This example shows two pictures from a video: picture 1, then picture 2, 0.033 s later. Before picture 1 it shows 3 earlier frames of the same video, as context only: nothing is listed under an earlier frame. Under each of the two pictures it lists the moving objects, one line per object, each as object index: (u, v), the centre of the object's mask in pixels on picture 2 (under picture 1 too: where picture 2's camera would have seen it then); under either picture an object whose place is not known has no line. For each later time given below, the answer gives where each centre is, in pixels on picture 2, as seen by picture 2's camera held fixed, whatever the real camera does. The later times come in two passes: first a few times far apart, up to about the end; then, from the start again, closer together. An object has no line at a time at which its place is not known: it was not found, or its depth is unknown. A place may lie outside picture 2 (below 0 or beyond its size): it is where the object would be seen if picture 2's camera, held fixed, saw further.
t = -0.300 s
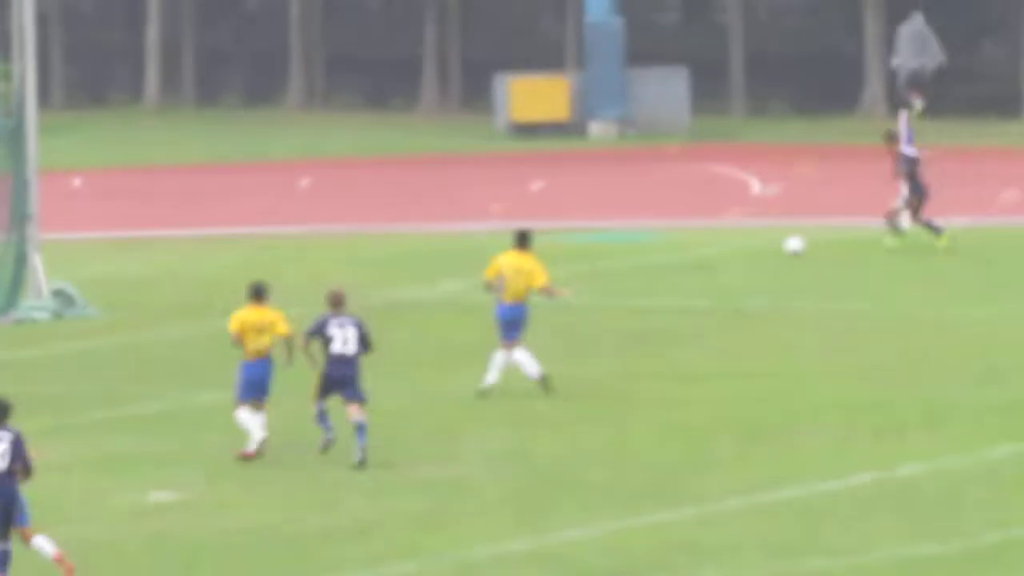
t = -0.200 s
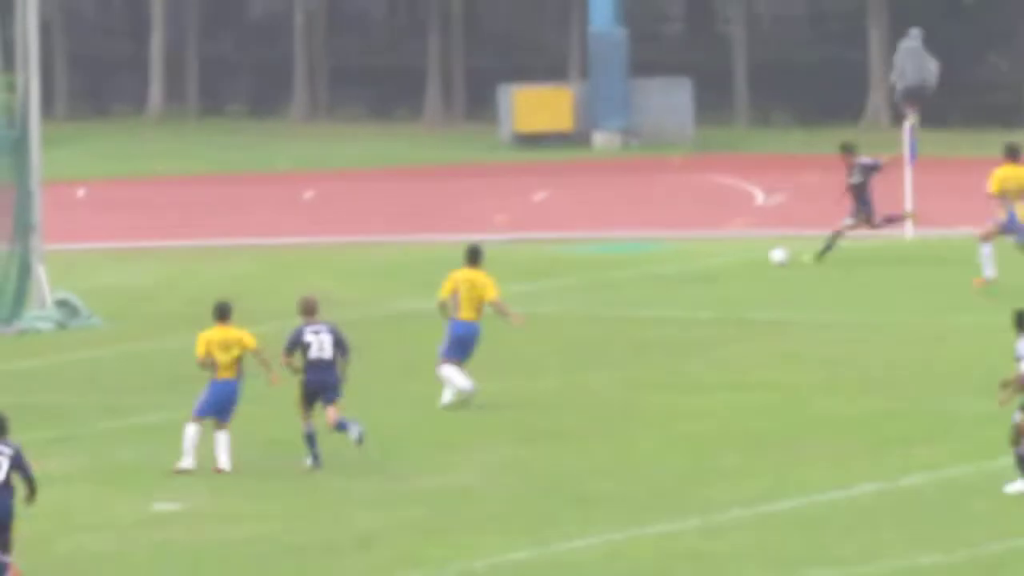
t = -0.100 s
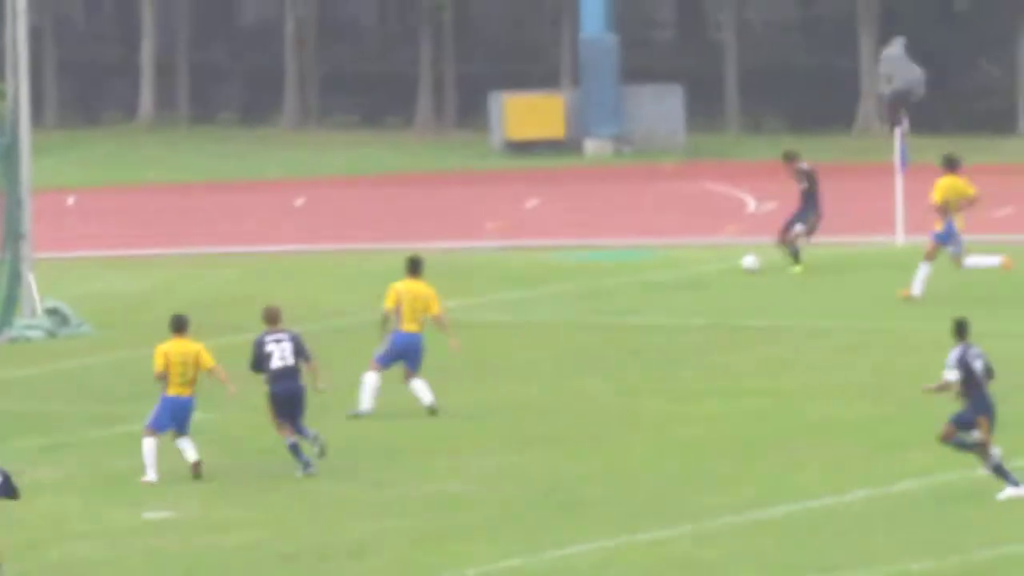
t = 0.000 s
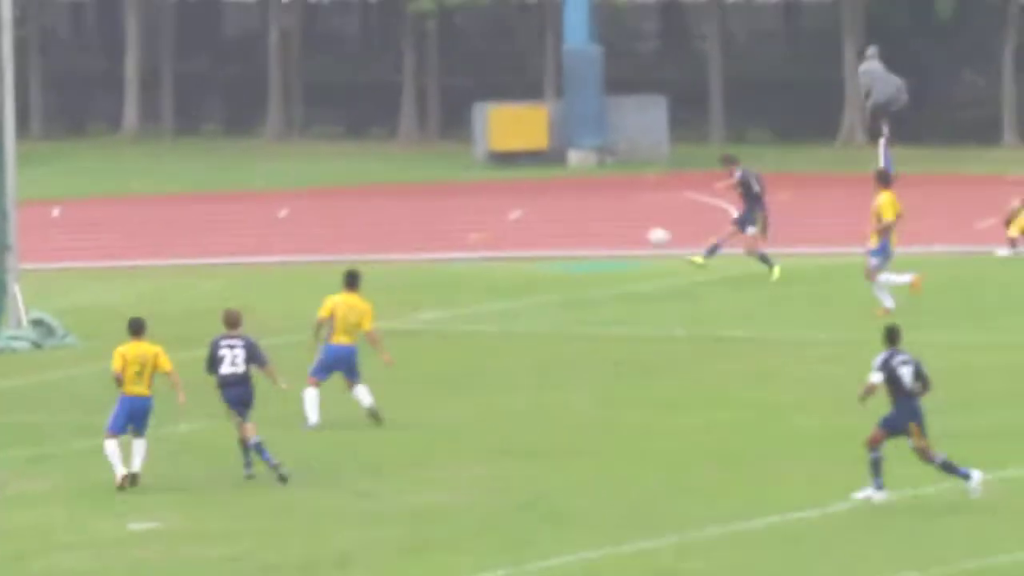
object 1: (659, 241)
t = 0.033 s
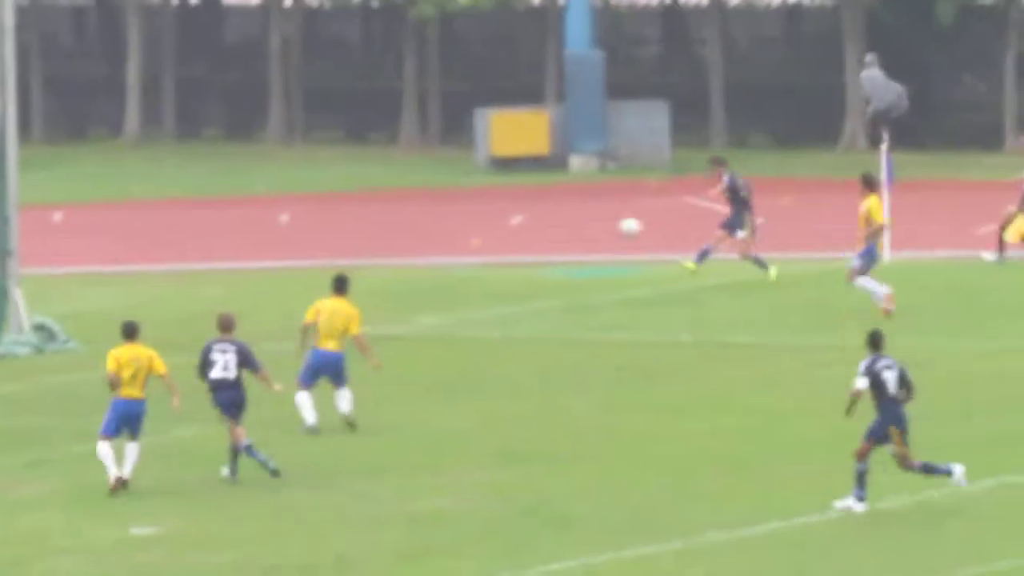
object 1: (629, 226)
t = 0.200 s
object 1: (485, 161)
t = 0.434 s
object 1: (313, 103)
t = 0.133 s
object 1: (542, 184)
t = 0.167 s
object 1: (515, 173)
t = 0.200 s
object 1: (485, 161)
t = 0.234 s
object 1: (458, 150)
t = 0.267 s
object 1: (432, 140)
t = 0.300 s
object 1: (407, 133)
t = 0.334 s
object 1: (382, 124)
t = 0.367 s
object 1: (358, 117)
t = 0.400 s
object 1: (335, 109)
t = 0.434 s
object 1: (313, 103)
